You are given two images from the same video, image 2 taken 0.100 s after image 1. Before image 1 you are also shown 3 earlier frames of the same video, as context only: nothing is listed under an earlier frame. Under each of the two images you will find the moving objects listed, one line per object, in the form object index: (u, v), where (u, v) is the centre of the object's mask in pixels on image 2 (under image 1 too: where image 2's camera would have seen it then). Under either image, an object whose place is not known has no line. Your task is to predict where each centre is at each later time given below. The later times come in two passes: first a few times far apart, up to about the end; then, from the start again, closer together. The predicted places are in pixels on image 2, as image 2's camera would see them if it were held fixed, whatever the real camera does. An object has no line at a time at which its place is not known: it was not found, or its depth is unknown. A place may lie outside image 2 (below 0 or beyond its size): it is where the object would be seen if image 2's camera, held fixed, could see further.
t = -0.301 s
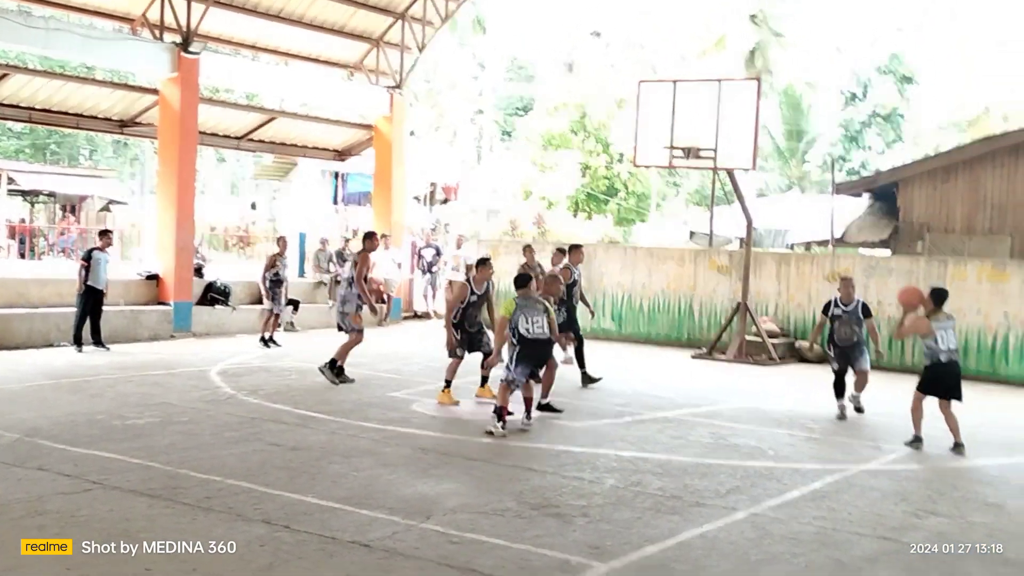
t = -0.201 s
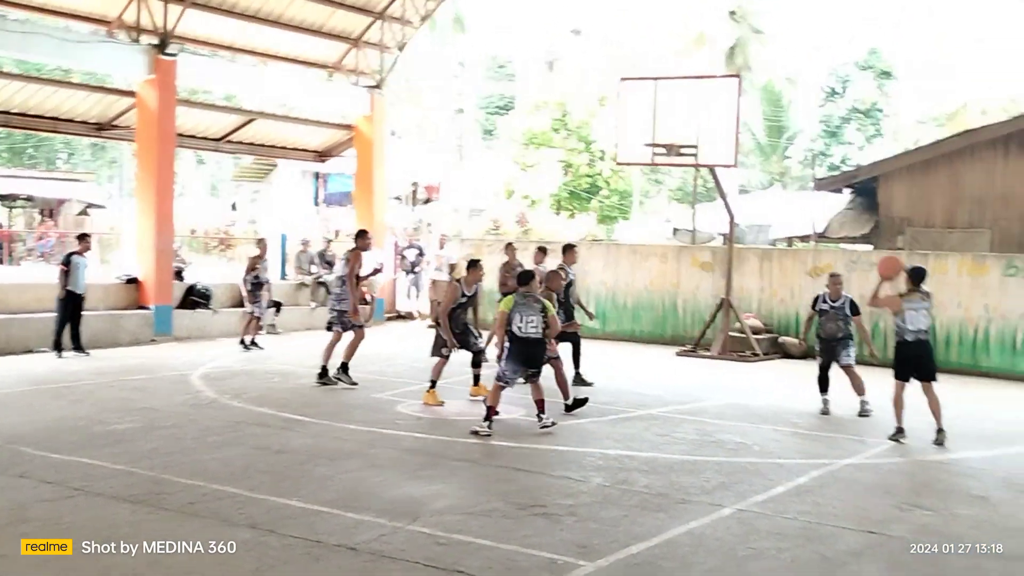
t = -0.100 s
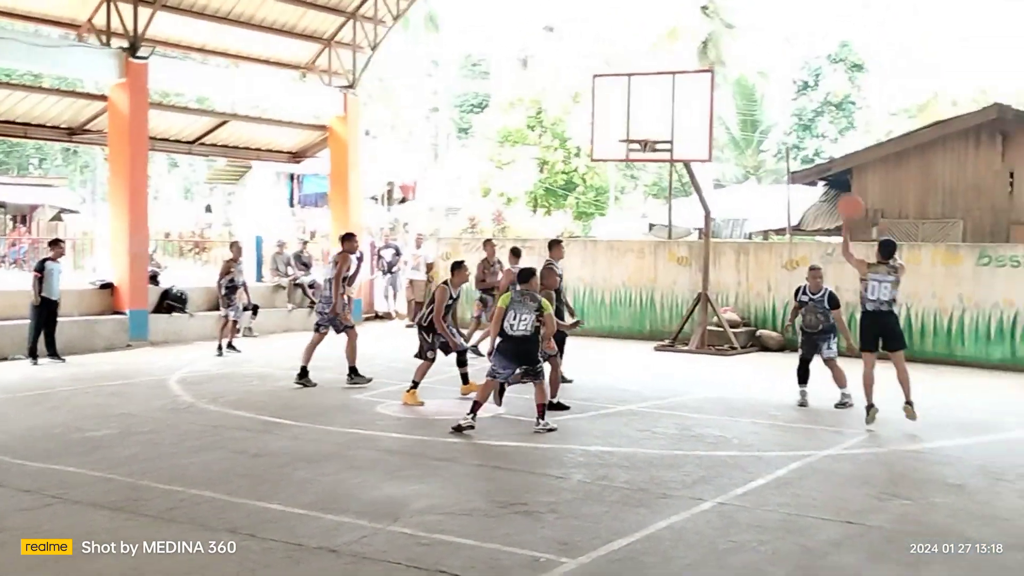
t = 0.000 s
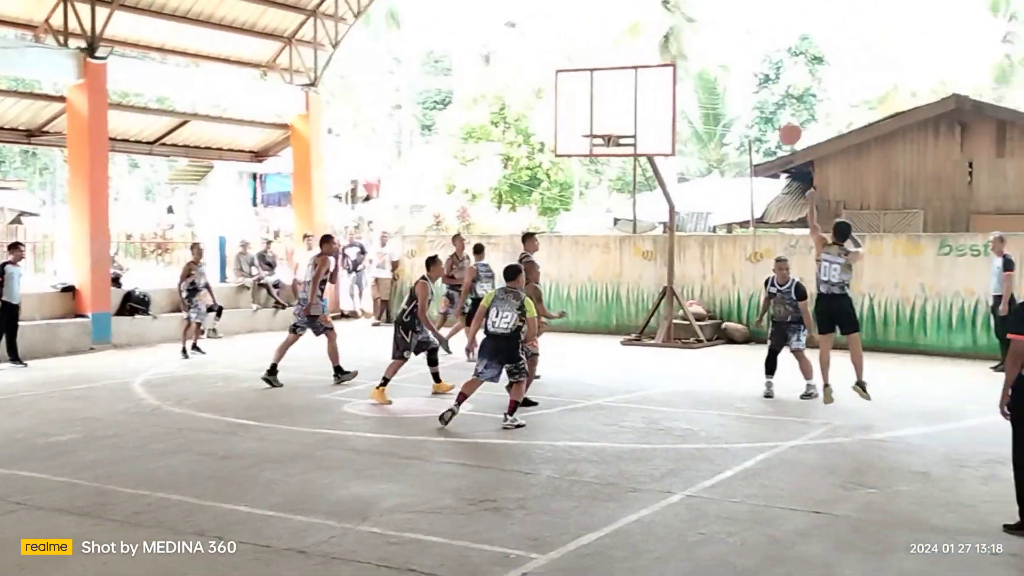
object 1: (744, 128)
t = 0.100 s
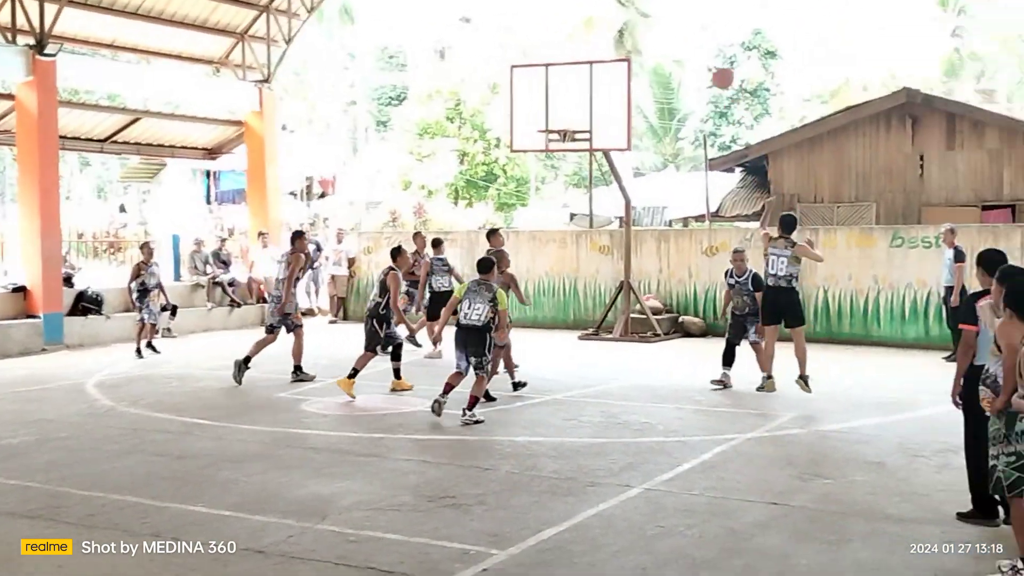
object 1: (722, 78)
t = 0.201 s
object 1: (702, 40)
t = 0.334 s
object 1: (676, 11)
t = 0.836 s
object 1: (593, 30)
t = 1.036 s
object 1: (567, 92)
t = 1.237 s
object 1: (546, 150)
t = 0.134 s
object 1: (716, 65)
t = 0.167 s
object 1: (709, 52)
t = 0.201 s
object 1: (702, 40)
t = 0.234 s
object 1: (696, 30)
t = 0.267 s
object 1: (689, 21)
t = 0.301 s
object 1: (682, 14)
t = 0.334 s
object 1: (676, 11)
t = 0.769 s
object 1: (603, 16)
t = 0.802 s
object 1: (598, 23)
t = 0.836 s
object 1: (593, 30)
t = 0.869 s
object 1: (589, 39)
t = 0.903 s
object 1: (584, 48)
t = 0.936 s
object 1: (580, 58)
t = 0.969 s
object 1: (575, 68)
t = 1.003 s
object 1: (571, 80)
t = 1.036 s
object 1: (567, 92)
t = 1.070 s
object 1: (562, 104)
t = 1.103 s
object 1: (558, 117)
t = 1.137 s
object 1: (554, 131)
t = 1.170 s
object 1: (551, 142)
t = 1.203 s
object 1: (549, 147)
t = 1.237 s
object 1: (546, 150)
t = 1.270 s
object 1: (545, 154)
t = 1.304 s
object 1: (543, 158)
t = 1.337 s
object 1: (541, 164)
